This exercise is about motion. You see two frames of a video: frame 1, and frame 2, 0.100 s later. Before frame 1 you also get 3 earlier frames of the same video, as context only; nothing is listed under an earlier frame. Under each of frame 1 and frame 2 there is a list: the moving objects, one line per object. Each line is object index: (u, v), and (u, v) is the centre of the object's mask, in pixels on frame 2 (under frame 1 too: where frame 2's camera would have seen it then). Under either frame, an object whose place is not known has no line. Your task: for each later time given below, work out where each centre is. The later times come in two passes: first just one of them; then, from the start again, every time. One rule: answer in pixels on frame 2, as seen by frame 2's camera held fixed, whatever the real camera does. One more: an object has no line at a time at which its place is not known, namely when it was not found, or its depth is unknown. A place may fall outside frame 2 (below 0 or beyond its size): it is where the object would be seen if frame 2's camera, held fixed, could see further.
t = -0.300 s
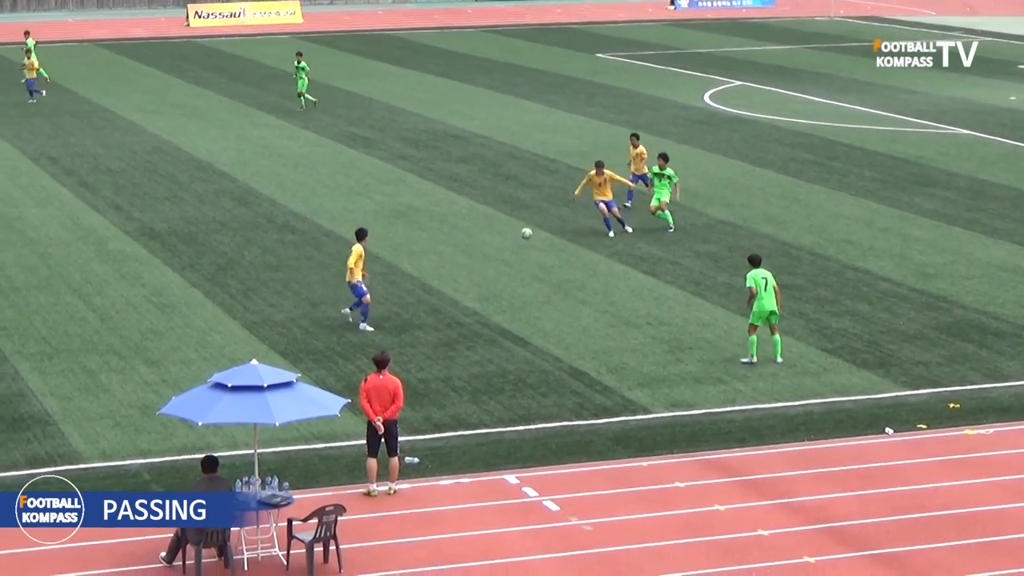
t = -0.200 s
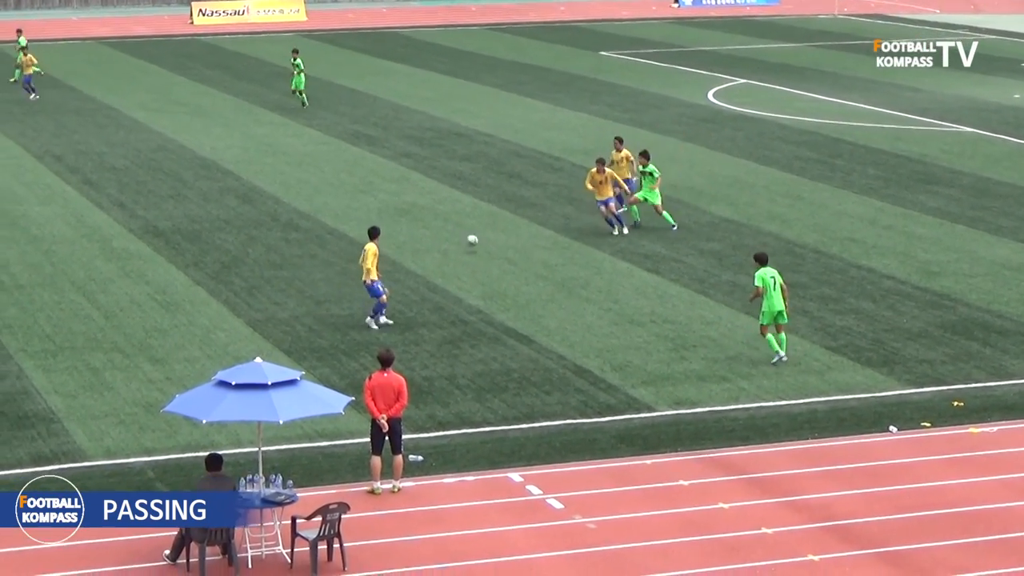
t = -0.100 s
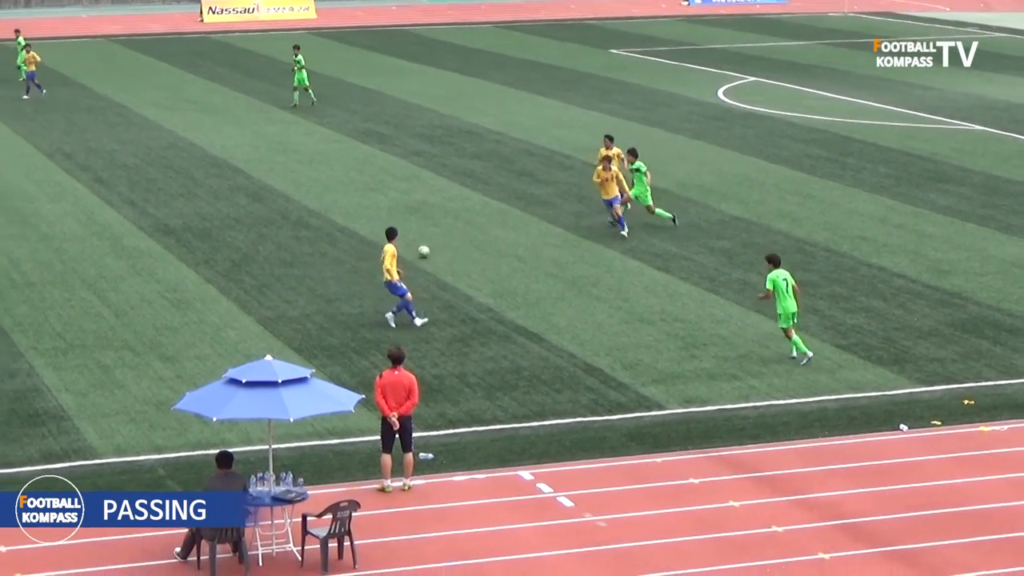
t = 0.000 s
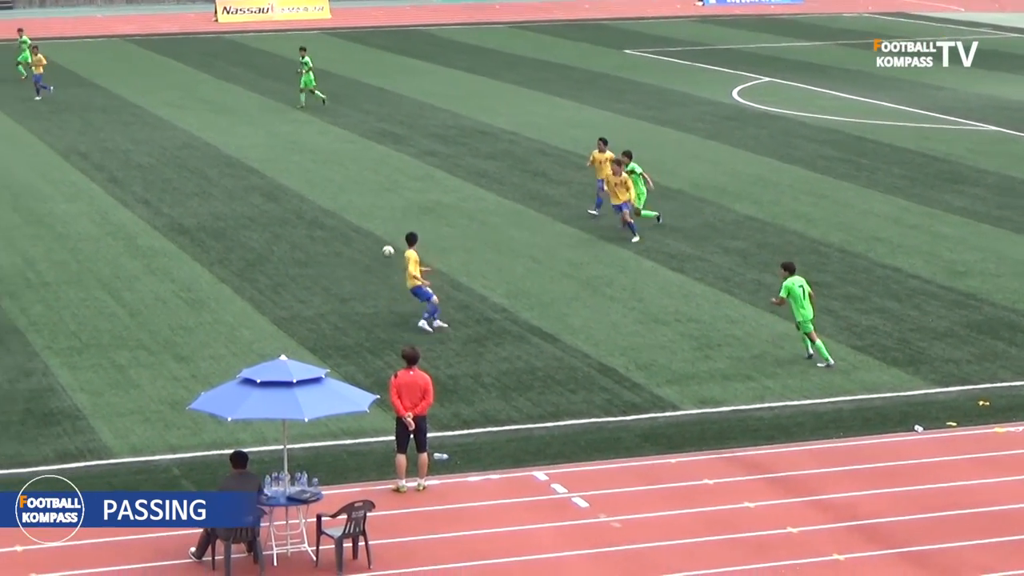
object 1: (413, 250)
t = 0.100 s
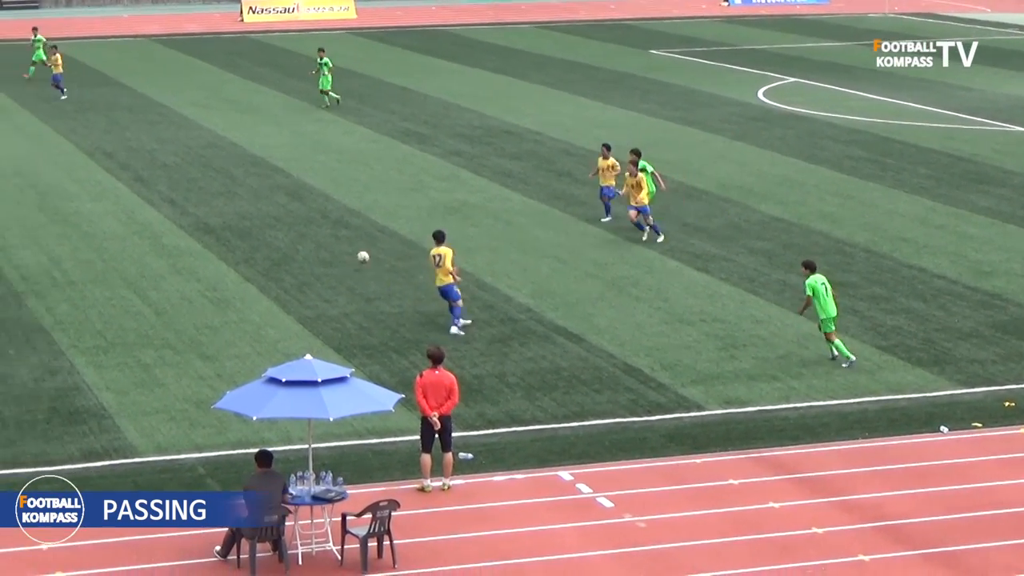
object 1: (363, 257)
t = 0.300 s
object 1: (263, 268)
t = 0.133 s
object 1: (345, 260)
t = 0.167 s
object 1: (329, 265)
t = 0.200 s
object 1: (311, 270)
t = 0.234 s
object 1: (295, 269)
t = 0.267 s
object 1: (279, 268)
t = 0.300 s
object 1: (263, 268)
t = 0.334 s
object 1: (247, 269)
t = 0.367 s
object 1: (231, 271)
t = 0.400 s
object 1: (214, 274)
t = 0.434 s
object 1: (197, 276)
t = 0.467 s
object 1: (181, 280)
